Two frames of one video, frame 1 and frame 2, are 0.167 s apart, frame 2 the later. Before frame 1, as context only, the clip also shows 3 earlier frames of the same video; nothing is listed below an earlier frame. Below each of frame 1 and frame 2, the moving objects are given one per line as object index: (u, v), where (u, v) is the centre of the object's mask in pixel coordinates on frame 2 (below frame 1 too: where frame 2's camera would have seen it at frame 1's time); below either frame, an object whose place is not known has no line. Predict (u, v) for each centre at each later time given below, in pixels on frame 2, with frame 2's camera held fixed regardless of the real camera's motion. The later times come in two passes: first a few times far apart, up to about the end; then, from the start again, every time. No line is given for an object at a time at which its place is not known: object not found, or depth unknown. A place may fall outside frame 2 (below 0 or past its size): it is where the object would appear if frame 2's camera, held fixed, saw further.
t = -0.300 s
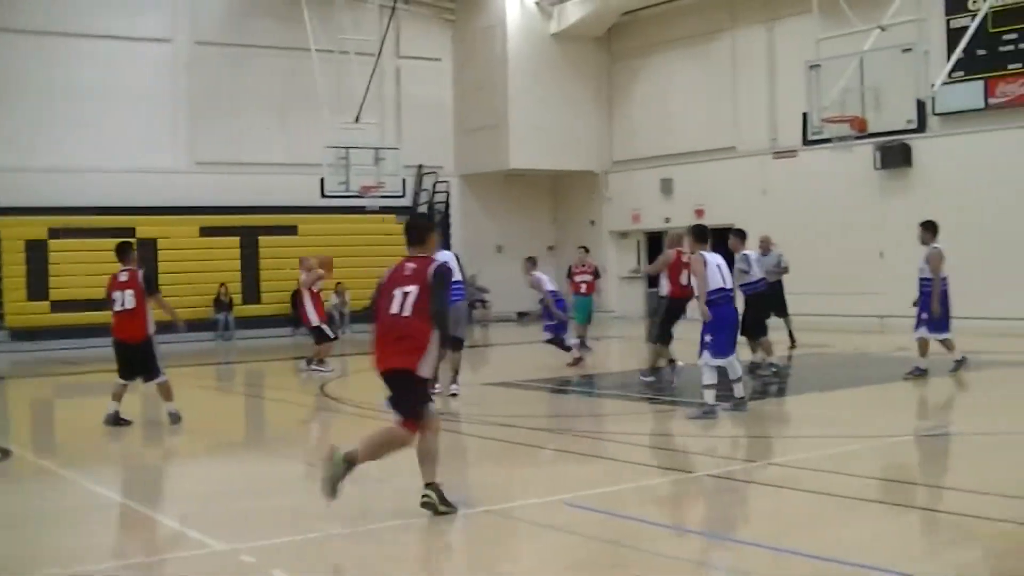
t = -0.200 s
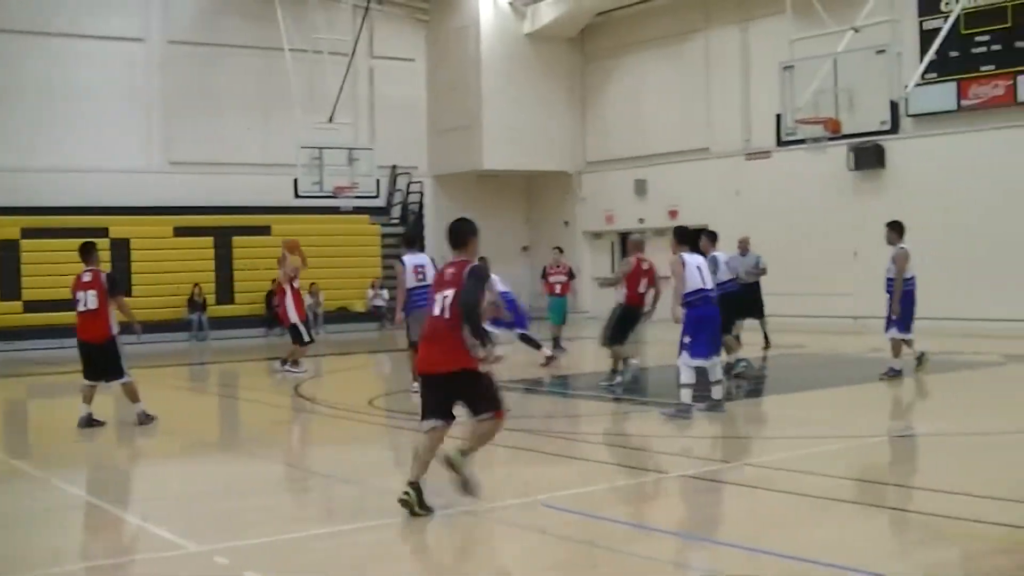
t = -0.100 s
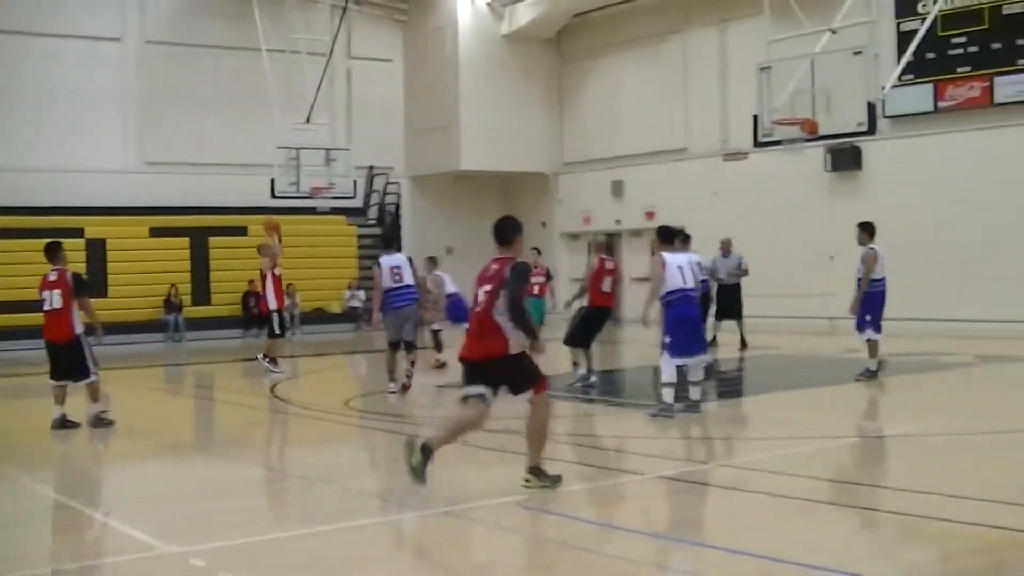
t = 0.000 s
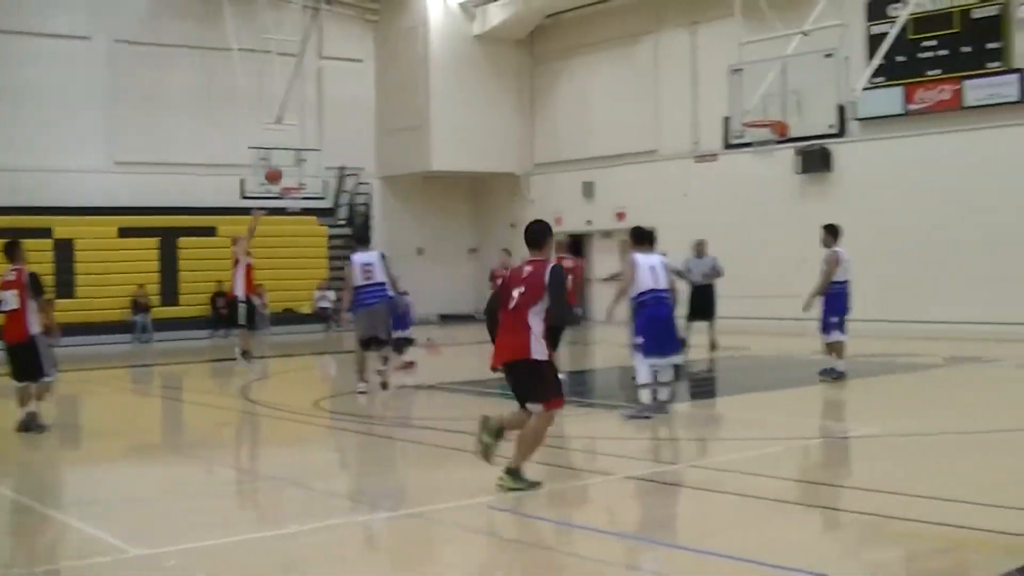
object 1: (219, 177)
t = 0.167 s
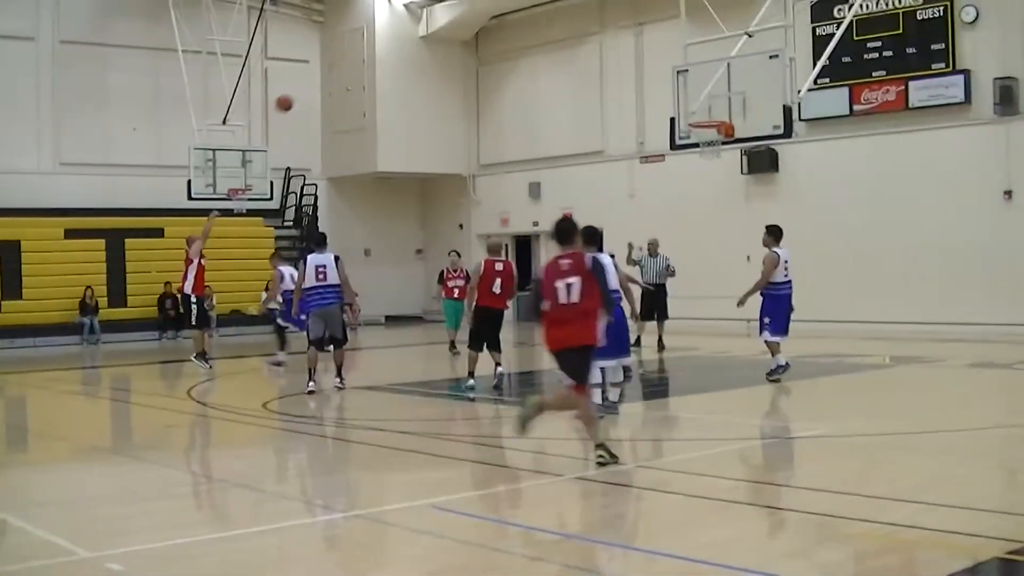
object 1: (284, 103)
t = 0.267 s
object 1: (323, 70)
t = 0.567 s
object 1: (439, 14)
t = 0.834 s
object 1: (544, 22)
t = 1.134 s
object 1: (662, 91)
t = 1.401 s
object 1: (719, 64)
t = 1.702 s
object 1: (768, 38)
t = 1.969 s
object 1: (759, 40)
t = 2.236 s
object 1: (739, 43)
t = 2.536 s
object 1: (718, 73)
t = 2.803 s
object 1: (702, 150)
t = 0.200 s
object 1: (297, 91)
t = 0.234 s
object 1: (310, 80)
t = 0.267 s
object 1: (323, 70)
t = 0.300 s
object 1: (335, 61)
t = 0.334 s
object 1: (348, 52)
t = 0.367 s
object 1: (362, 44)
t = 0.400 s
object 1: (375, 36)
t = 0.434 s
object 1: (388, 31)
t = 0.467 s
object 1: (401, 25)
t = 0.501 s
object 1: (413, 21)
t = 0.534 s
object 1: (426, 17)
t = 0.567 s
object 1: (439, 14)
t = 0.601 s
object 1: (452, 11)
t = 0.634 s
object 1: (466, 10)
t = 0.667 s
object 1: (478, 10)
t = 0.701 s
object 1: (491, 10)
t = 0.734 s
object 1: (504, 12)
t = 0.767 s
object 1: (517, 15)
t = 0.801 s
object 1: (531, 17)
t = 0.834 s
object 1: (544, 22)
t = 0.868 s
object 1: (557, 26)
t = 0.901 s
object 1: (570, 31)
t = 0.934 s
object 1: (583, 38)
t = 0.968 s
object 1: (597, 44)
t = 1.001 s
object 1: (609, 51)
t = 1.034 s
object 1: (623, 60)
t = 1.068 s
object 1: (637, 70)
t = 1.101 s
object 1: (650, 80)
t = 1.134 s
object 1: (662, 91)
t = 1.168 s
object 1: (677, 104)
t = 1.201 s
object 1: (690, 116)
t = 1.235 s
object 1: (695, 107)
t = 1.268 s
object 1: (700, 96)
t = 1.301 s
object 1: (705, 87)
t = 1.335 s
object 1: (710, 78)
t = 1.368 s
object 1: (715, 70)
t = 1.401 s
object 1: (719, 64)
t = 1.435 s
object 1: (725, 57)
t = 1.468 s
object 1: (731, 52)
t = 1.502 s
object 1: (735, 48)
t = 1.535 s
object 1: (741, 44)
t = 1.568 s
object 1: (746, 41)
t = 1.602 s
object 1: (751, 38)
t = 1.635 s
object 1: (757, 38)
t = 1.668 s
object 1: (762, 38)
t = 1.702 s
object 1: (768, 38)
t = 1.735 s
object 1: (773, 39)
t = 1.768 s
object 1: (779, 38)
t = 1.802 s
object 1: (777, 38)
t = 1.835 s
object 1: (772, 38)
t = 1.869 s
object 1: (767, 39)
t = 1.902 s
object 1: (764, 39)
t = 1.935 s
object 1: (761, 39)
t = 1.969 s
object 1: (759, 40)
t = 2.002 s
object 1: (757, 40)
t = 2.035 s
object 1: (754, 41)
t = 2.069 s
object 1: (752, 41)
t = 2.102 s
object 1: (749, 42)
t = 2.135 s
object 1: (746, 42)
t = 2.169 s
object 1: (744, 42)
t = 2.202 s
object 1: (742, 42)
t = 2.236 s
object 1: (739, 43)
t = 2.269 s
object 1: (737, 44)
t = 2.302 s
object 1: (735, 45)
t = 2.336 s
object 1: (732, 47)
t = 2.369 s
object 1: (730, 48)
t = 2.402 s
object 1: (727, 51)
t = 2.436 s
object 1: (725, 55)
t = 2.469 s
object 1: (723, 60)
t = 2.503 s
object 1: (720, 66)
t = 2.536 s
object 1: (718, 73)
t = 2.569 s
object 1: (716, 80)
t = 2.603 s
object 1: (714, 88)
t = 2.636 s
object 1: (711, 98)
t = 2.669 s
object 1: (709, 107)
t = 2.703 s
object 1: (707, 118)
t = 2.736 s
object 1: (705, 130)
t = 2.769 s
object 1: (703, 141)
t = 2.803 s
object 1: (702, 150)
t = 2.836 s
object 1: (700, 158)
